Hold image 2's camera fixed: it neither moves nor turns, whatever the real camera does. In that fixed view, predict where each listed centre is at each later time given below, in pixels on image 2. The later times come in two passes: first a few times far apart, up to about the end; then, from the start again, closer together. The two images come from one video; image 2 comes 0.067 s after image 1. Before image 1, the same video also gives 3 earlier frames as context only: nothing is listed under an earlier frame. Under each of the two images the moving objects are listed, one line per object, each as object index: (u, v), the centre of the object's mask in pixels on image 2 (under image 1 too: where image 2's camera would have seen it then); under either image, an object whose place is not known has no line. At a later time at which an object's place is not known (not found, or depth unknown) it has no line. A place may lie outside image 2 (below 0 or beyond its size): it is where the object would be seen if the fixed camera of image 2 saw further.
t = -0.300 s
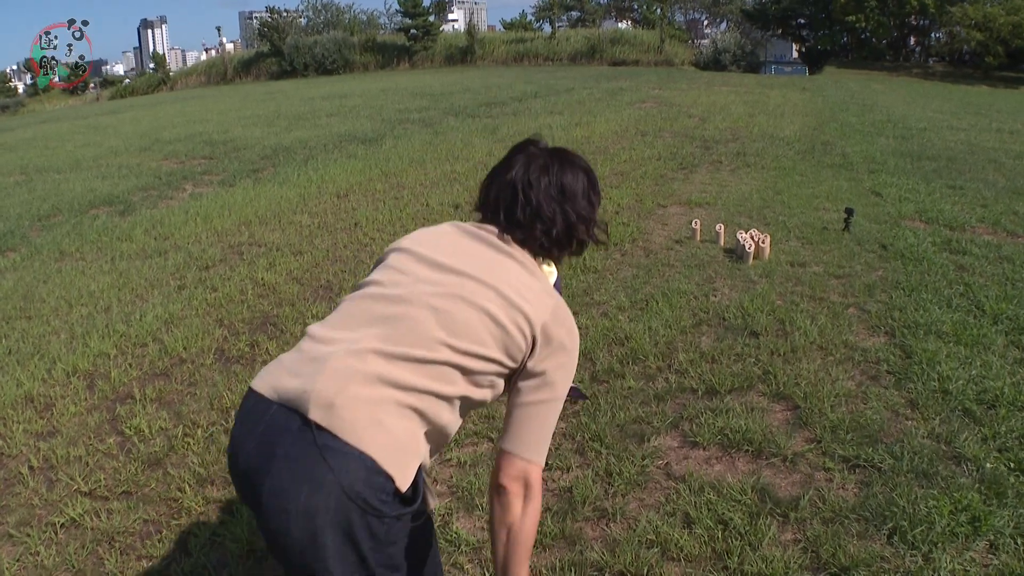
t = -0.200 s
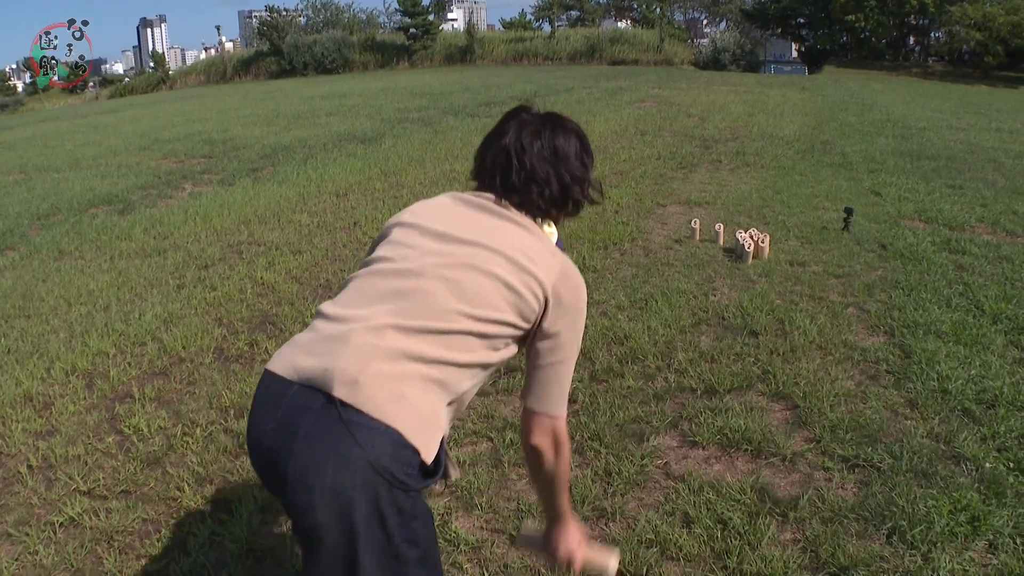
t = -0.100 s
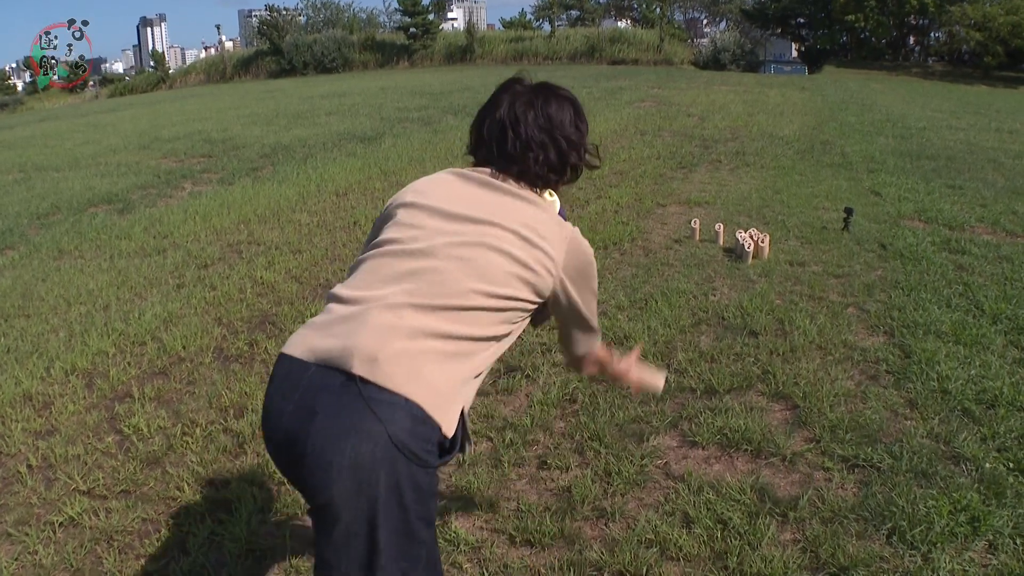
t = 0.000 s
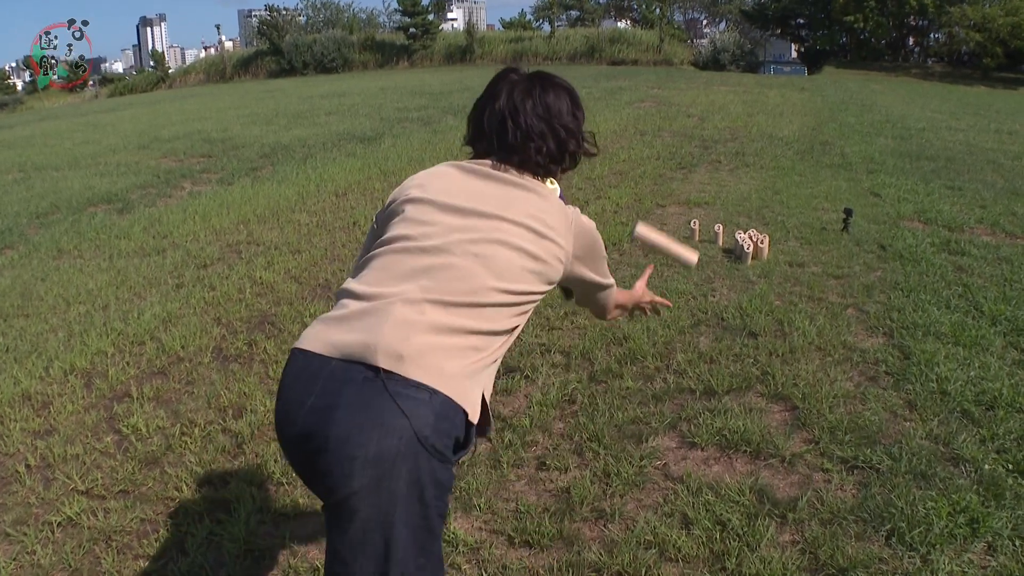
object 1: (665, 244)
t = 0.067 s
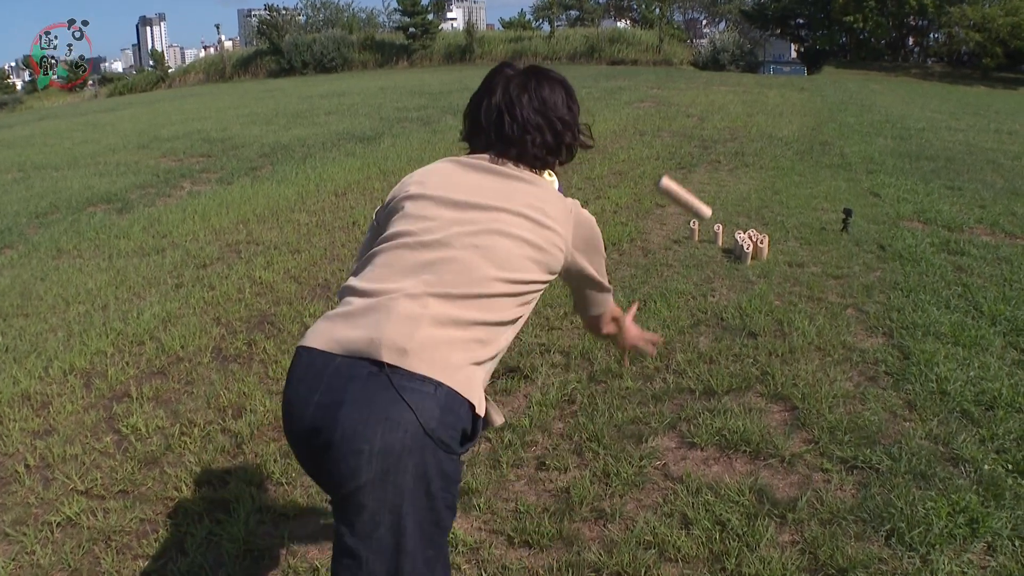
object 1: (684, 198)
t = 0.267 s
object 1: (720, 160)
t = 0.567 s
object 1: (748, 218)
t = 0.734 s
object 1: (762, 215)
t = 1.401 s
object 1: (747, 191)
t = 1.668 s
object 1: (738, 186)
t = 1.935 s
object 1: (735, 183)
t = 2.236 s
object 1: (736, 180)
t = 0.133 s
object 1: (700, 173)
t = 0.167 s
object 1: (705, 165)
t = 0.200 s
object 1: (710, 160)
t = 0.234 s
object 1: (715, 158)
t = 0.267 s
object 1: (720, 160)
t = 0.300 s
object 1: (724, 162)
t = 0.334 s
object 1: (728, 167)
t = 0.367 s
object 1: (731, 173)
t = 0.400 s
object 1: (735, 181)
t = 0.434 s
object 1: (737, 189)
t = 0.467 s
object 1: (739, 199)
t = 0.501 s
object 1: (742, 209)
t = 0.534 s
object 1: (744, 219)
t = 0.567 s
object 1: (748, 218)
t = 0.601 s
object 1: (753, 219)
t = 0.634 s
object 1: (757, 222)
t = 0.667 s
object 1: (757, 224)
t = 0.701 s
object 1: (761, 220)
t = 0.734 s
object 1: (762, 215)
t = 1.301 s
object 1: (750, 193)
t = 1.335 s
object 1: (749, 192)
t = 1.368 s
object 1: (748, 192)
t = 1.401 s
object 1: (747, 191)
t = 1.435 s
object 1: (745, 191)
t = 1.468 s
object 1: (744, 189)
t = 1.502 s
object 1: (742, 189)
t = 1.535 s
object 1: (741, 188)
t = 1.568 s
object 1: (740, 188)
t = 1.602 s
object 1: (739, 187)
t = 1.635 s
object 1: (739, 187)
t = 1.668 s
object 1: (738, 186)
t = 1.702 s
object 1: (738, 185)
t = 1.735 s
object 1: (737, 185)
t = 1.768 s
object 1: (737, 185)
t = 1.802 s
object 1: (736, 184)
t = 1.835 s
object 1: (736, 184)
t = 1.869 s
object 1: (736, 184)
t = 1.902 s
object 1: (736, 183)
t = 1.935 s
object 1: (735, 183)
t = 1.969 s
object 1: (735, 182)
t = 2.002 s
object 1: (735, 182)
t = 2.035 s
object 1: (735, 182)
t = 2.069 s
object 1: (735, 181)
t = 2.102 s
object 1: (735, 181)
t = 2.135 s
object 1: (736, 181)
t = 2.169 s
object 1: (736, 180)
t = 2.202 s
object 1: (736, 180)
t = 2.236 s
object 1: (736, 180)
